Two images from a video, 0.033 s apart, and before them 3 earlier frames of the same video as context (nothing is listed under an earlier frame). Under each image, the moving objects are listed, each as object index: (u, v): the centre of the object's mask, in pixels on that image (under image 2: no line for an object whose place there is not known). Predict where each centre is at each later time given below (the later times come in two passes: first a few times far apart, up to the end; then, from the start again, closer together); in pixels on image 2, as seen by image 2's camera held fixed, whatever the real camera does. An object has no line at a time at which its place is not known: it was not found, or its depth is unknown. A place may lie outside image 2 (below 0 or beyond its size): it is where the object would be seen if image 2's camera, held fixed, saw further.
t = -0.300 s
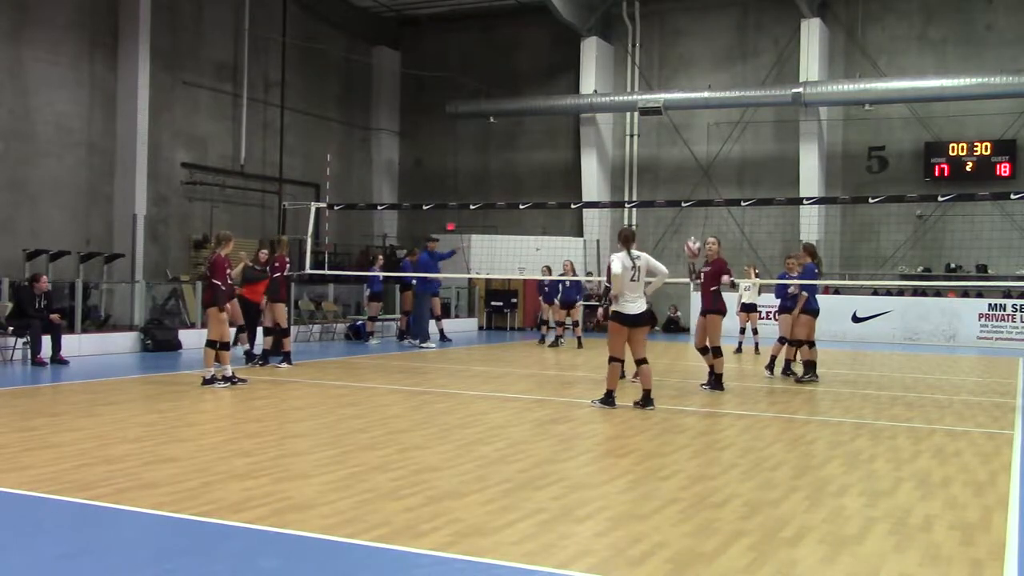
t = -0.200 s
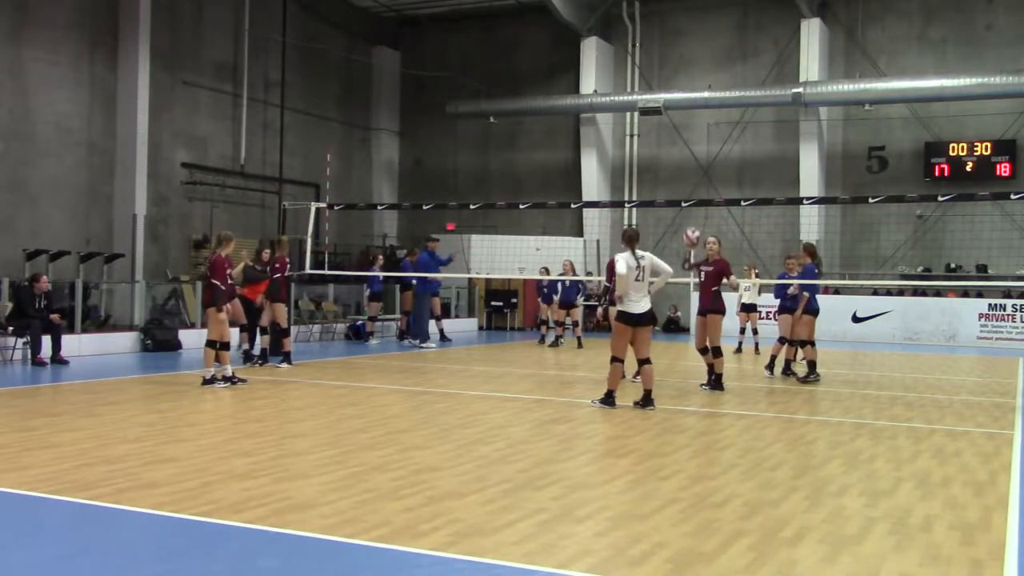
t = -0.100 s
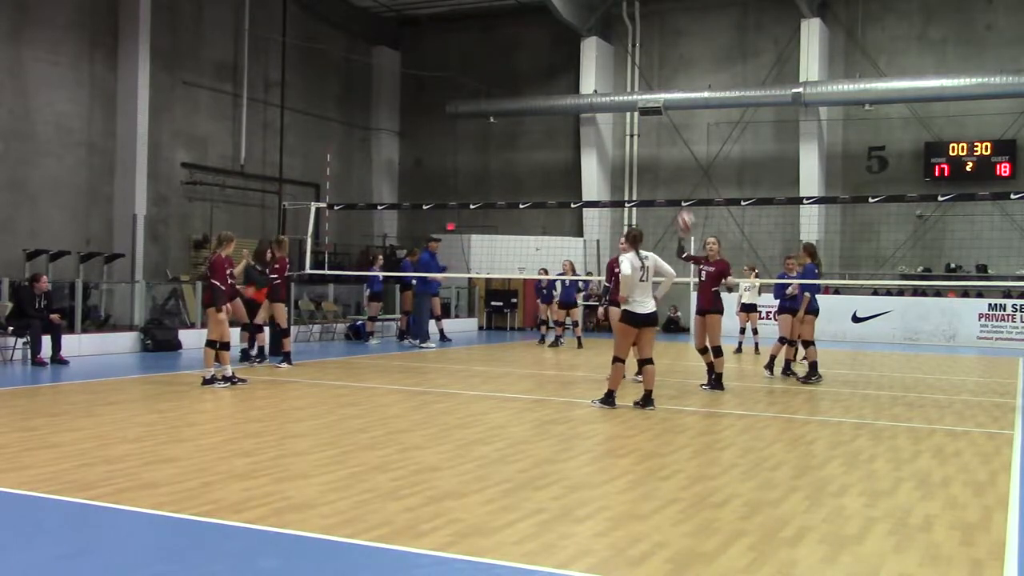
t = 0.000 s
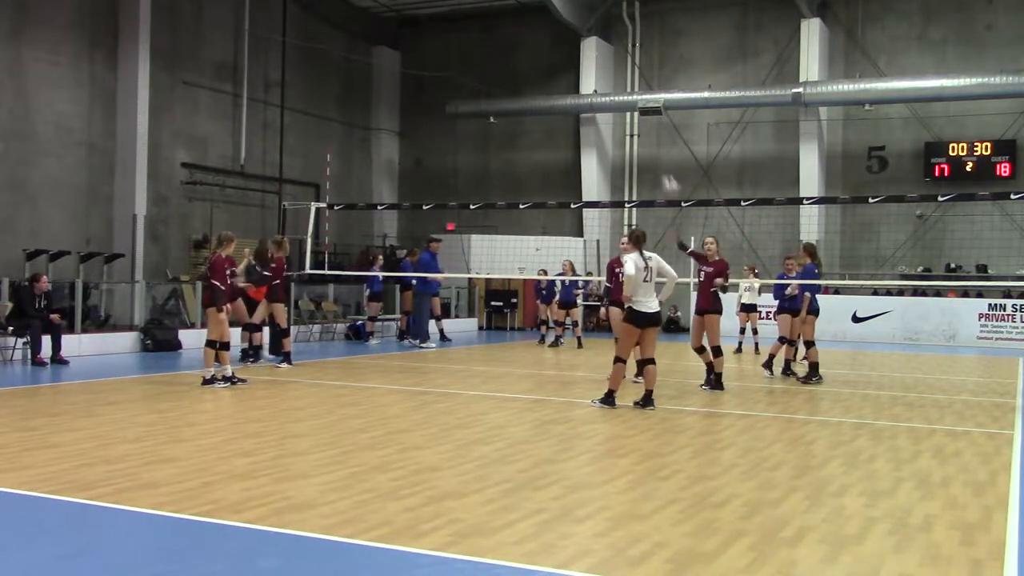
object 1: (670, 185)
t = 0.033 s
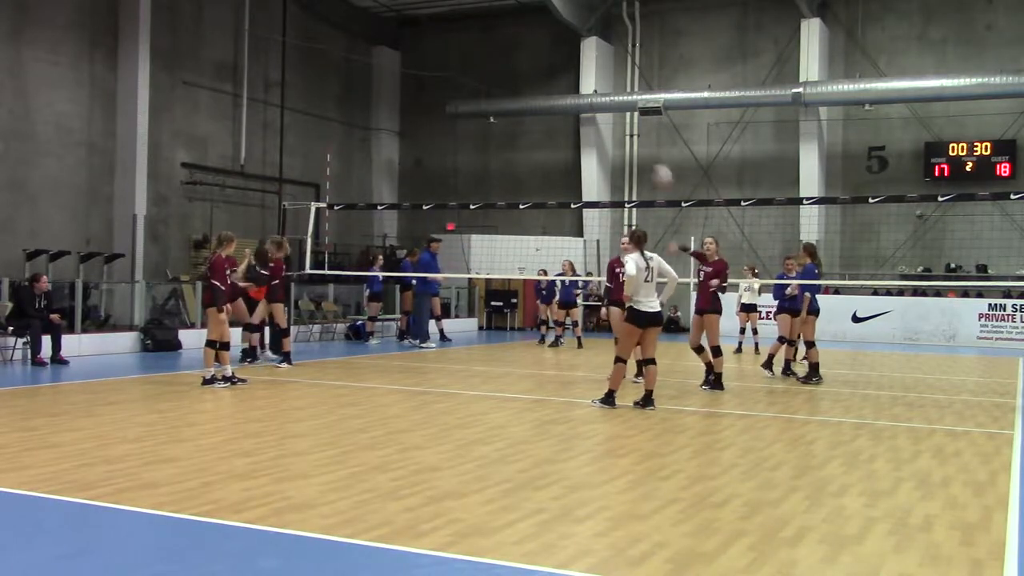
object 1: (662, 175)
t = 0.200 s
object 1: (628, 131)
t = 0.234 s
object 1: (620, 124)
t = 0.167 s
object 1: (634, 138)
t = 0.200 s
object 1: (628, 131)
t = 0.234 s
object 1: (620, 124)
